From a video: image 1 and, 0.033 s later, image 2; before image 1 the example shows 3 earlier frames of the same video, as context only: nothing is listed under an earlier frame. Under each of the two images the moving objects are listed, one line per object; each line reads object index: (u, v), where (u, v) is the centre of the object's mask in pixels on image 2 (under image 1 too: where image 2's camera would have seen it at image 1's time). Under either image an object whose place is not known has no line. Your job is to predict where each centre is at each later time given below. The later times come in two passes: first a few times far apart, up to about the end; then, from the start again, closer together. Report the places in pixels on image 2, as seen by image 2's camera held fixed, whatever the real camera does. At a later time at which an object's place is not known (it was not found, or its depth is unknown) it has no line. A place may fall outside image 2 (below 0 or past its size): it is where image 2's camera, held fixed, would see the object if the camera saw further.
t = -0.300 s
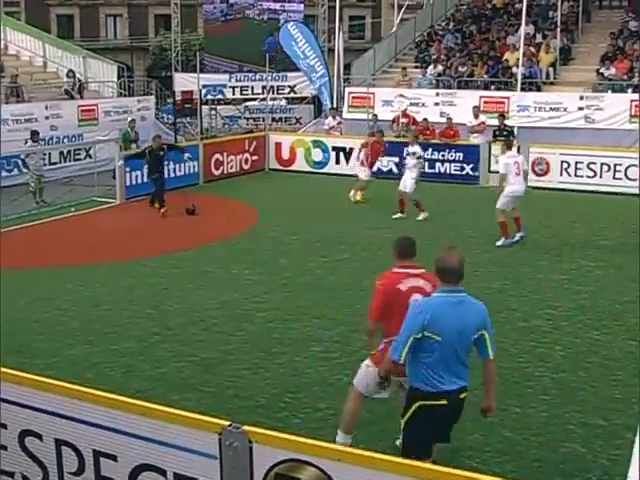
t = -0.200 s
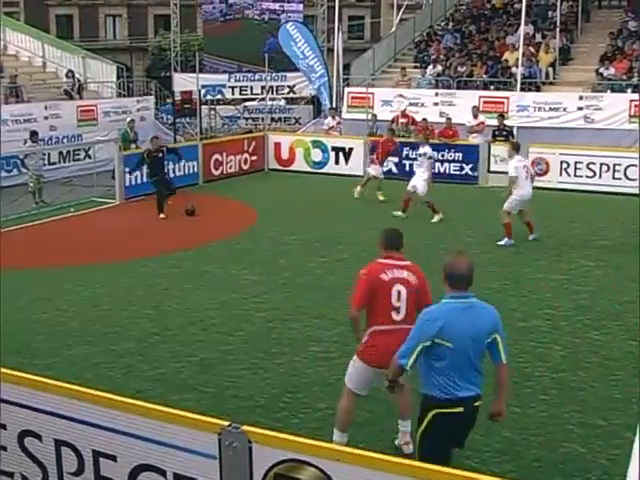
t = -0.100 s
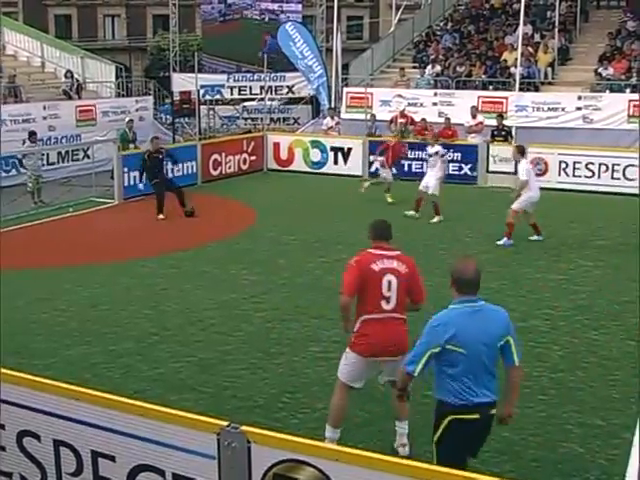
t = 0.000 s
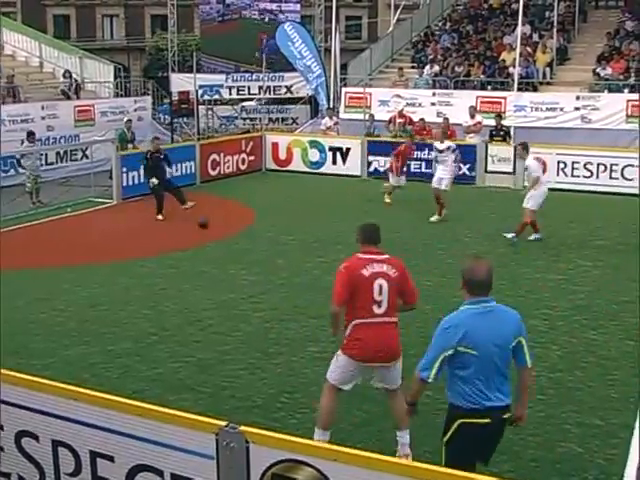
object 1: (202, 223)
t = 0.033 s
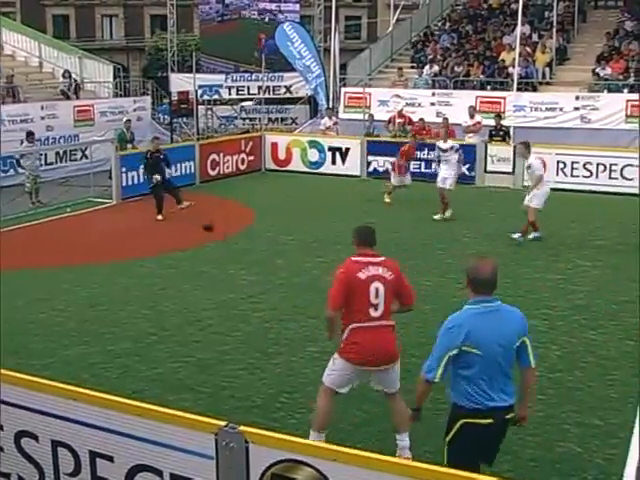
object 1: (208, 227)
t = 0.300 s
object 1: (262, 267)
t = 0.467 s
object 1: (302, 296)
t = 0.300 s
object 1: (262, 267)
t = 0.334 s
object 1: (270, 274)
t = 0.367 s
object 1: (277, 278)
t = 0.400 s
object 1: (284, 279)
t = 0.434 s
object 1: (293, 287)
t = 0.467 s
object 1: (302, 296)
